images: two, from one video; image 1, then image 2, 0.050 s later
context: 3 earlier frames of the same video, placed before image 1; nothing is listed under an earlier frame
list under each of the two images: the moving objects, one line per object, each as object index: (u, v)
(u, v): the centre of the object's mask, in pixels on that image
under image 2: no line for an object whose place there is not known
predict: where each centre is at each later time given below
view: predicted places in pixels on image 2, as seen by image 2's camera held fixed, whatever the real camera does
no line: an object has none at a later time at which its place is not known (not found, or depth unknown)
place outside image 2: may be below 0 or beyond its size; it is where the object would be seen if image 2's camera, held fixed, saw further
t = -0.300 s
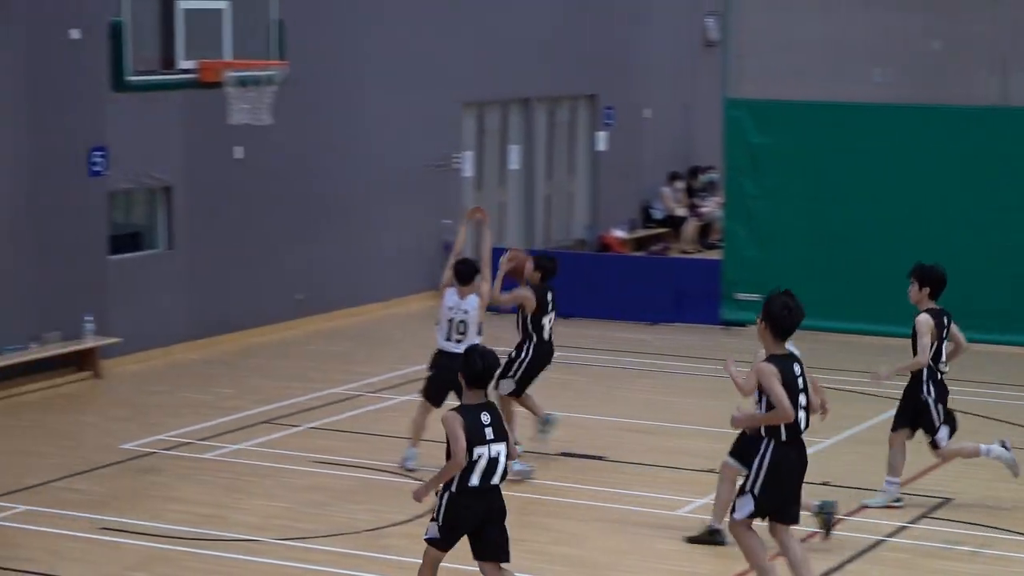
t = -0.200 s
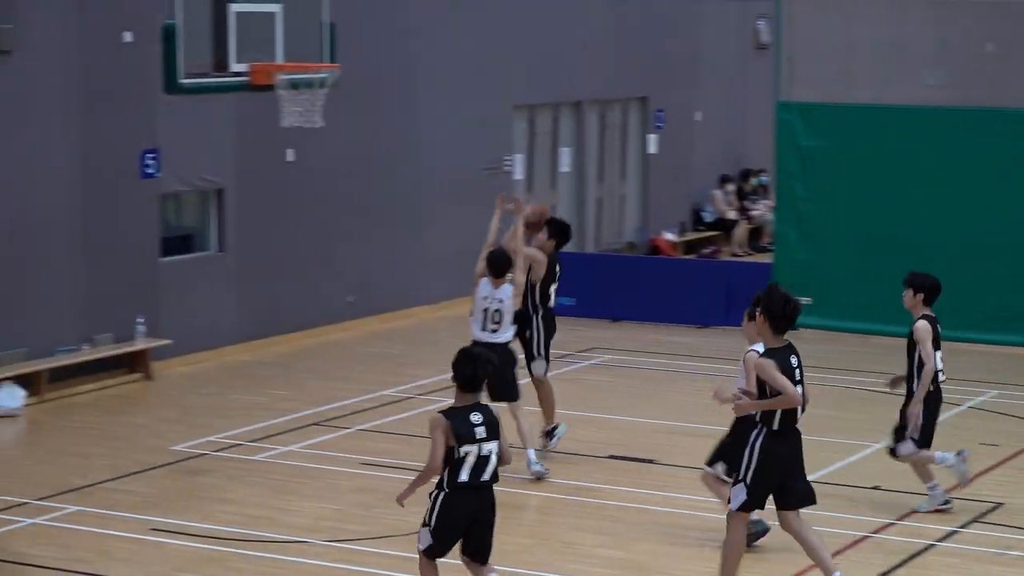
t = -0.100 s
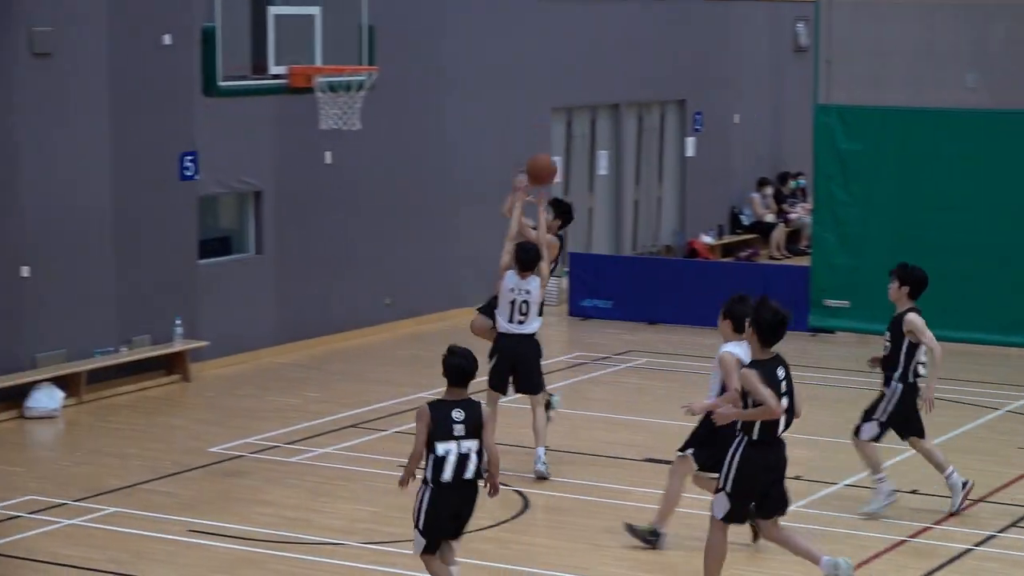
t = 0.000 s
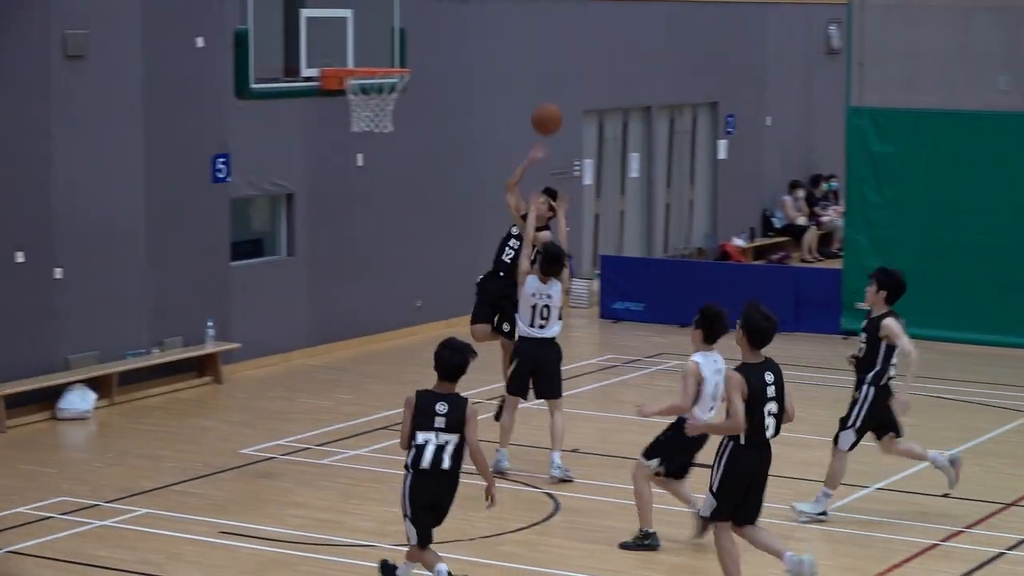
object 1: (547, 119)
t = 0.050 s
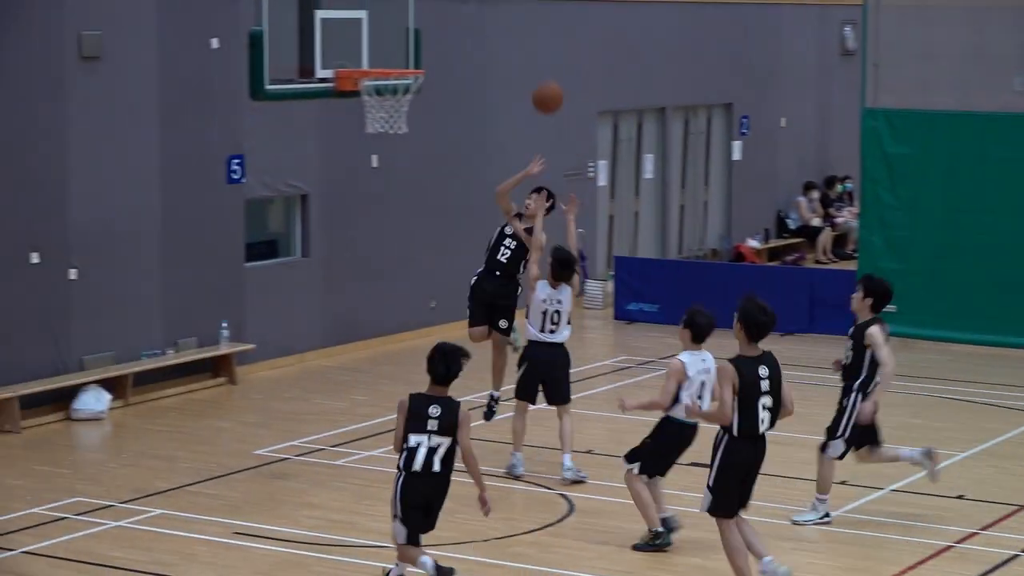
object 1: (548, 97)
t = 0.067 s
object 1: (543, 91)
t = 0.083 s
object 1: (539, 84)
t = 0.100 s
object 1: (535, 78)
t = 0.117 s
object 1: (530, 72)
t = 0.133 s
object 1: (526, 67)
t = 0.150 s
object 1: (522, 62)
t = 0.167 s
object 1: (517, 57)
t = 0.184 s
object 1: (513, 52)
